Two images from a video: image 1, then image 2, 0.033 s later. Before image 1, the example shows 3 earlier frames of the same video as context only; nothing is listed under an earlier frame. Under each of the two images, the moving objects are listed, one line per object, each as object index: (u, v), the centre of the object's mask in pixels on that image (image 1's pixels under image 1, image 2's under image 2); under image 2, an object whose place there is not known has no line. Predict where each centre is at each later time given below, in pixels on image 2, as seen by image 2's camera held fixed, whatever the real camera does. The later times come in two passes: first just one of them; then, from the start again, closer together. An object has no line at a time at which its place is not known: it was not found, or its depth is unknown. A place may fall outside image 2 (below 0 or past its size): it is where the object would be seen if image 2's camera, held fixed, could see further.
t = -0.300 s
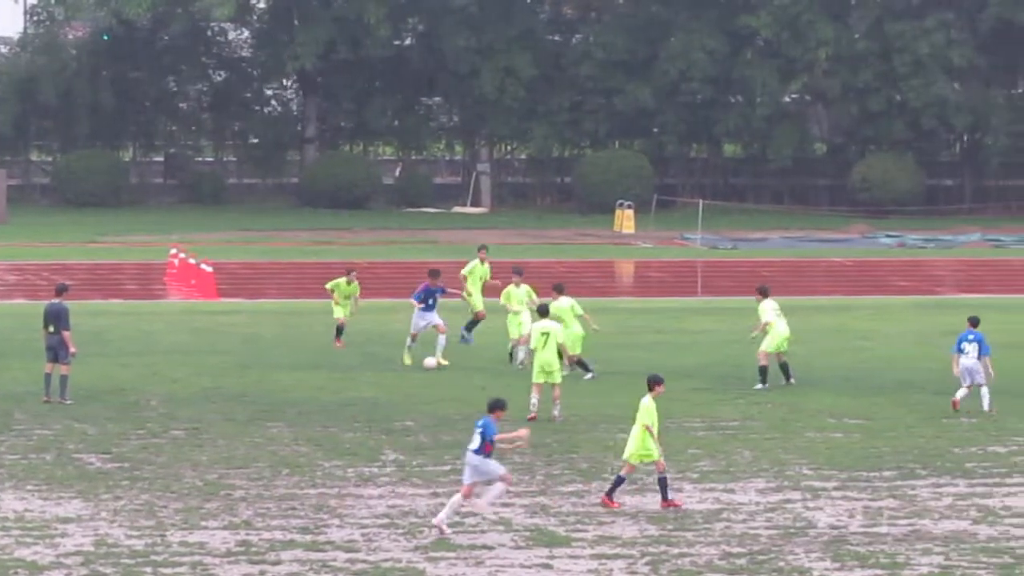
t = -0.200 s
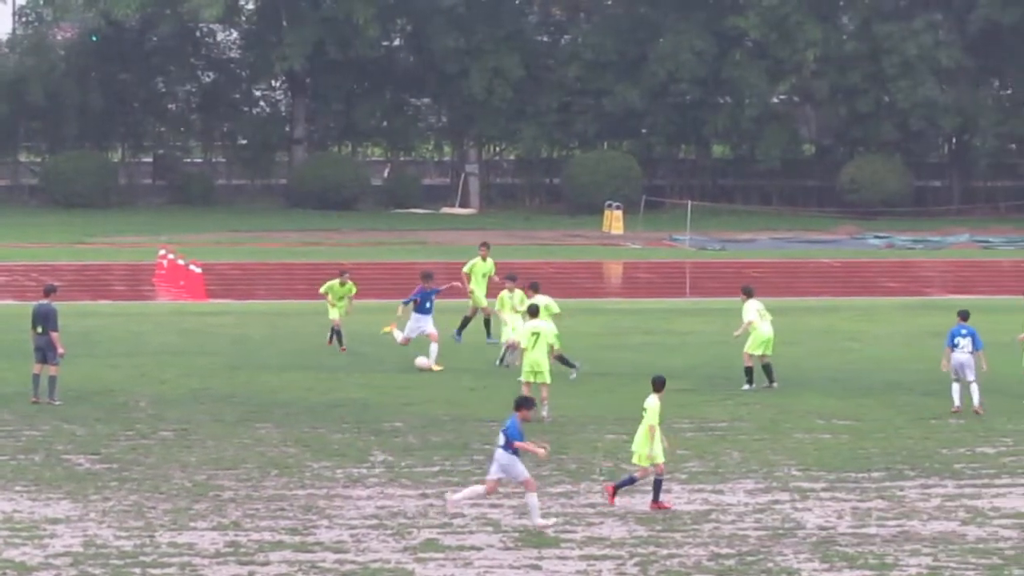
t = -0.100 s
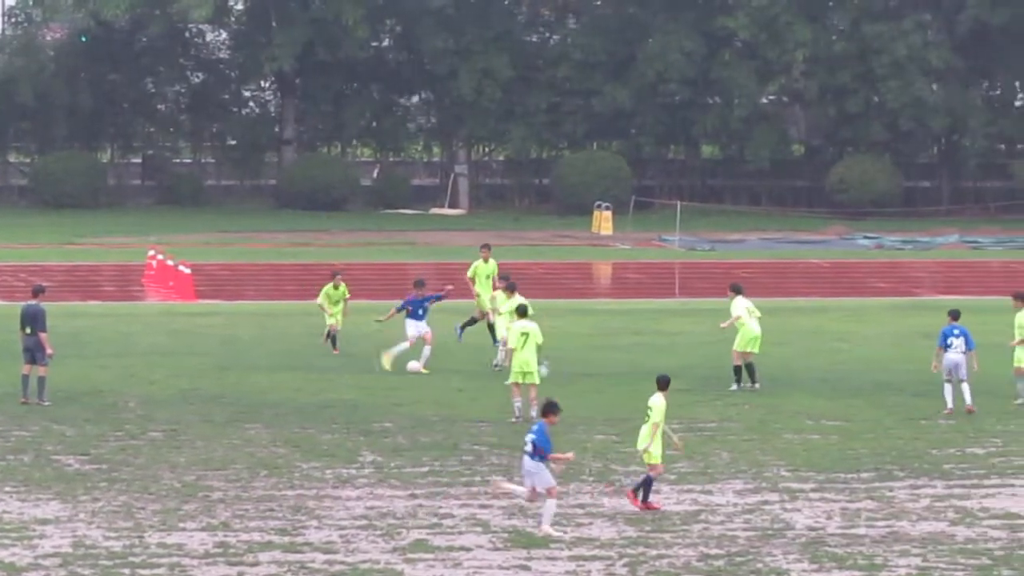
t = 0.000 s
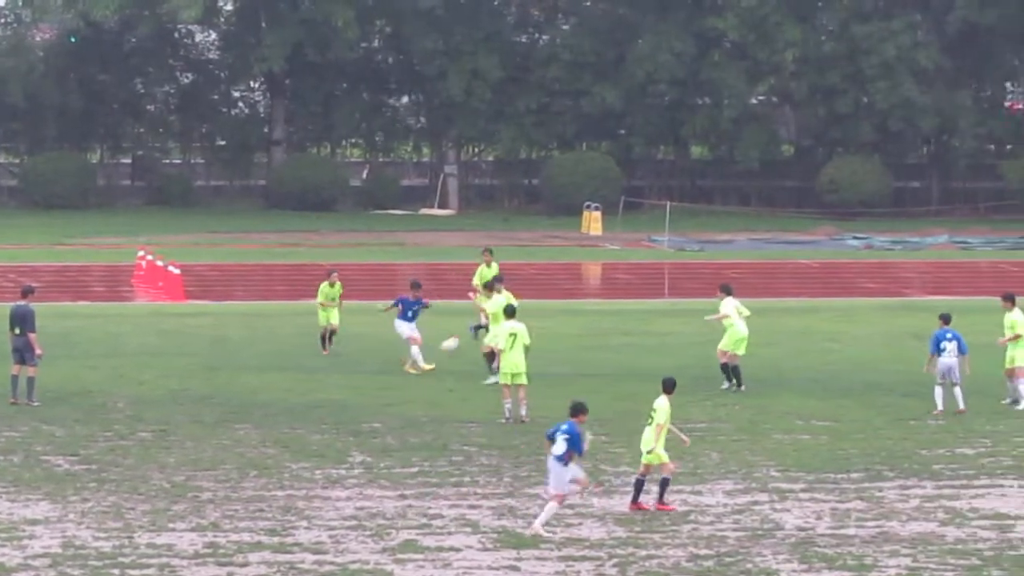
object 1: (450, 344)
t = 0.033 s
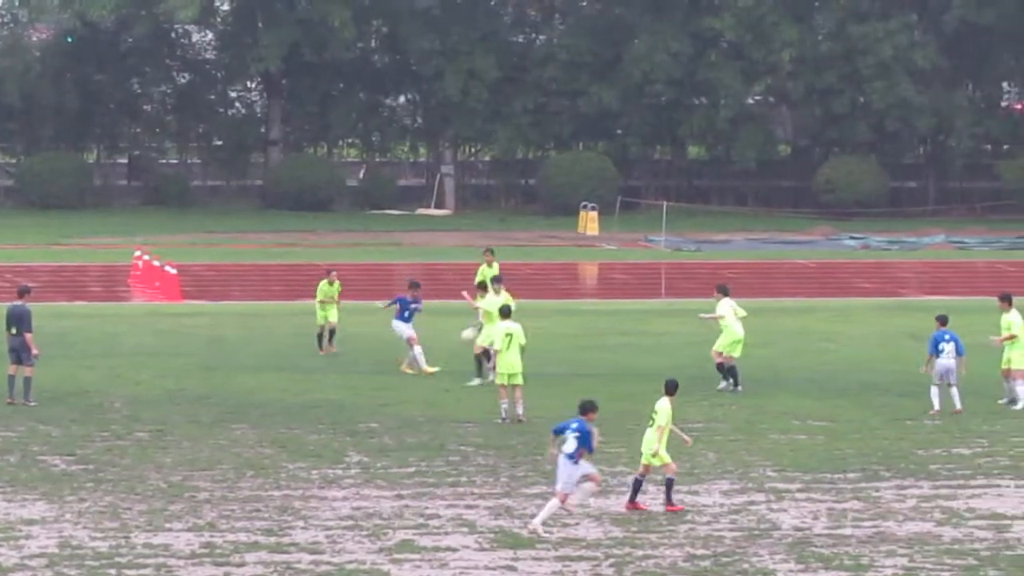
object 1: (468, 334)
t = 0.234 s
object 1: (597, 287)
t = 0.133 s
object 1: (533, 308)
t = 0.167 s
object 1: (555, 300)
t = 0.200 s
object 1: (576, 293)
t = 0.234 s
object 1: (597, 287)
